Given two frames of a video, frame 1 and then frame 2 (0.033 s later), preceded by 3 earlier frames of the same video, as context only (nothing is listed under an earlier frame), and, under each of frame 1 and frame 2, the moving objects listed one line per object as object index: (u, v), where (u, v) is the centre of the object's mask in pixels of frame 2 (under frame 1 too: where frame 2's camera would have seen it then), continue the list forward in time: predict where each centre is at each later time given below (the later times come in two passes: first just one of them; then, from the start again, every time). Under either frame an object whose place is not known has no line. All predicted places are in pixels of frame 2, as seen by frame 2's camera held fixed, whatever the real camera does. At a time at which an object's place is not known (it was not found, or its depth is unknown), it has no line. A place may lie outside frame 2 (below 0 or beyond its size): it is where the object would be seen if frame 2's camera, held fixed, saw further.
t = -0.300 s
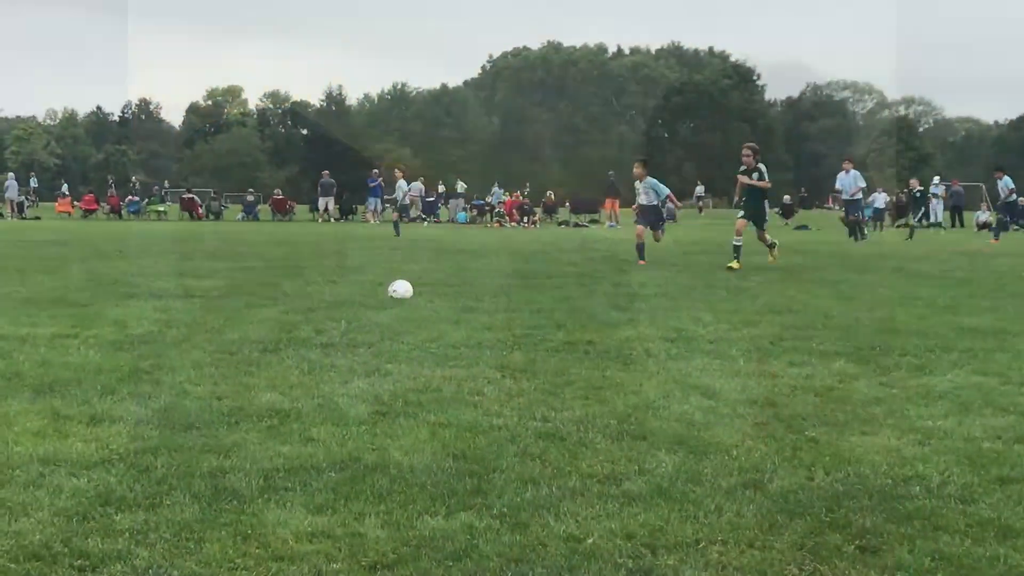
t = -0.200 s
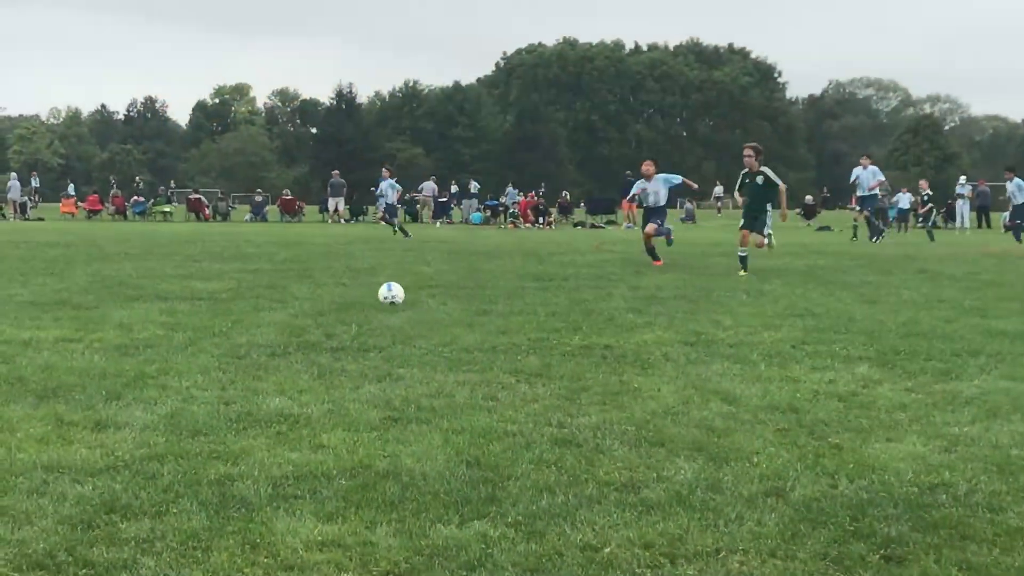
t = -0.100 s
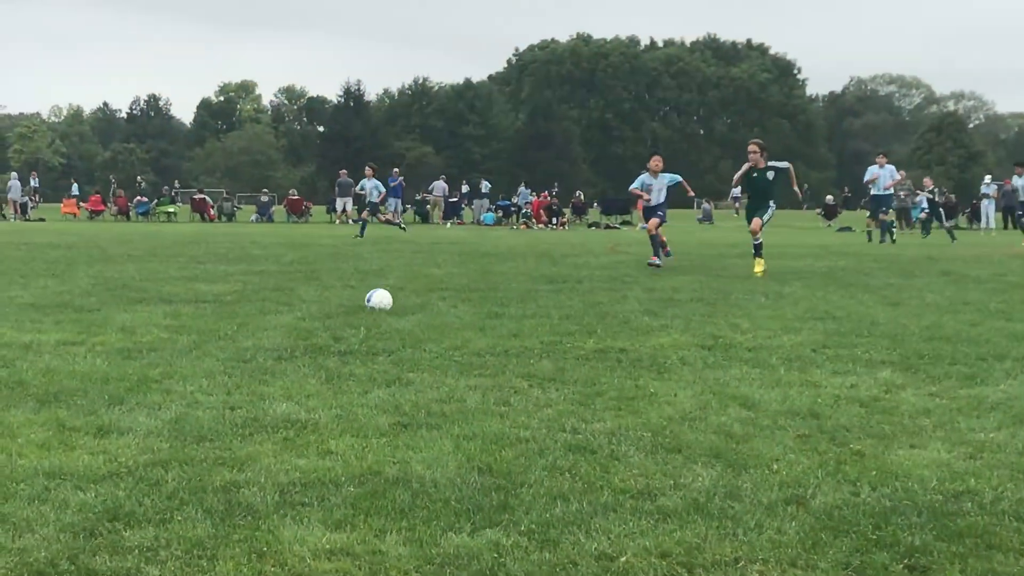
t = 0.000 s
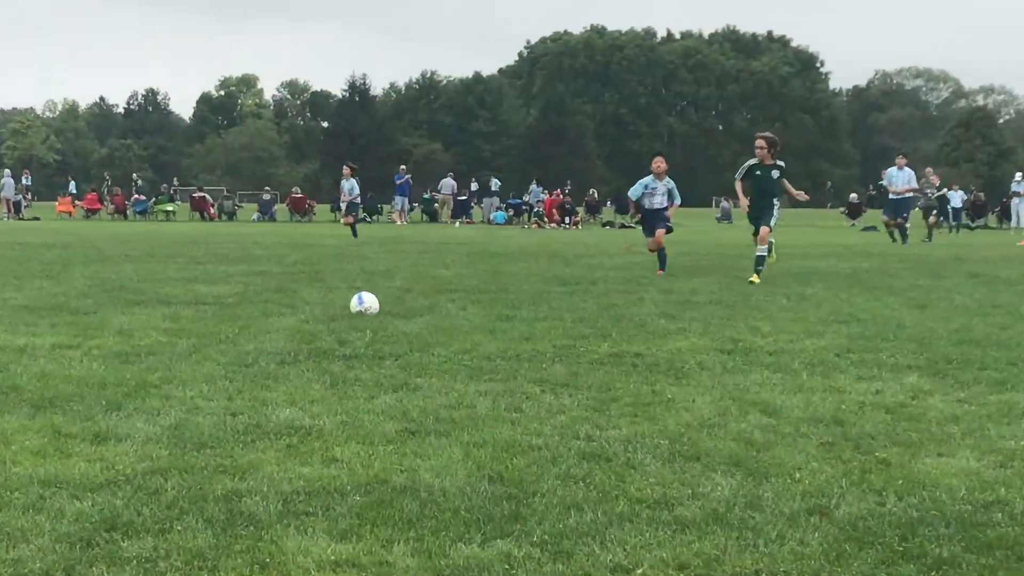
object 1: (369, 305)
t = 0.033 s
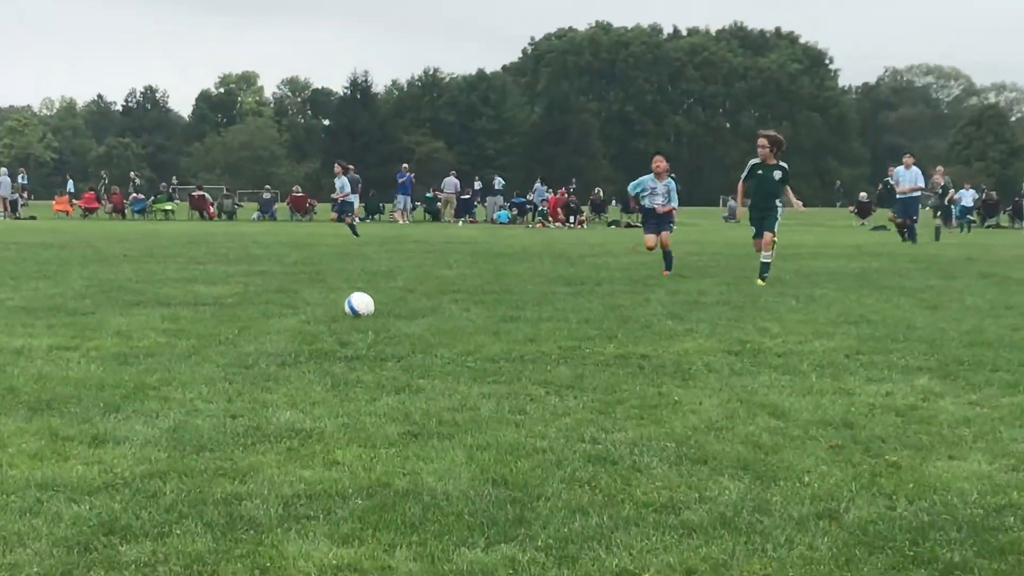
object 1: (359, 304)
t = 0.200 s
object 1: (320, 305)
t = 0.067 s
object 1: (352, 304)
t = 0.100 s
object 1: (345, 305)
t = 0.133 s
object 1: (337, 305)
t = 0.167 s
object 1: (327, 304)
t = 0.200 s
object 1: (320, 305)
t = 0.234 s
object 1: (312, 305)
